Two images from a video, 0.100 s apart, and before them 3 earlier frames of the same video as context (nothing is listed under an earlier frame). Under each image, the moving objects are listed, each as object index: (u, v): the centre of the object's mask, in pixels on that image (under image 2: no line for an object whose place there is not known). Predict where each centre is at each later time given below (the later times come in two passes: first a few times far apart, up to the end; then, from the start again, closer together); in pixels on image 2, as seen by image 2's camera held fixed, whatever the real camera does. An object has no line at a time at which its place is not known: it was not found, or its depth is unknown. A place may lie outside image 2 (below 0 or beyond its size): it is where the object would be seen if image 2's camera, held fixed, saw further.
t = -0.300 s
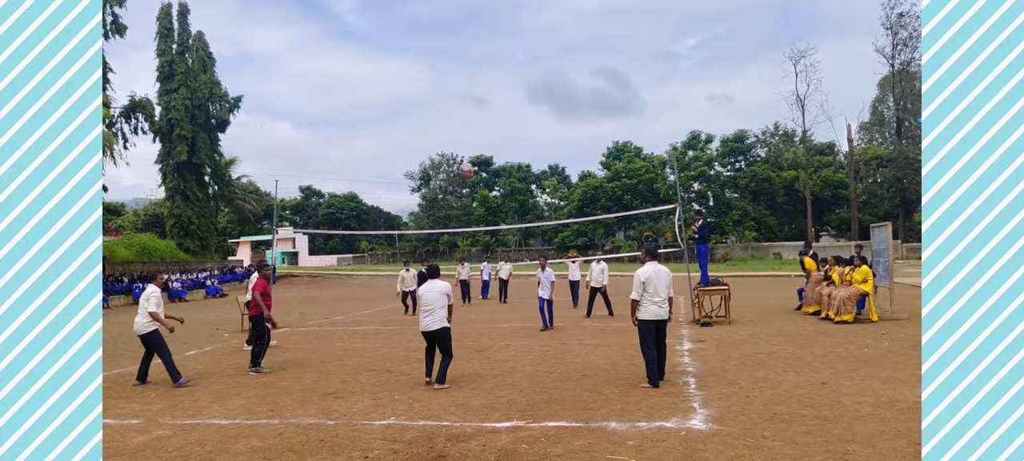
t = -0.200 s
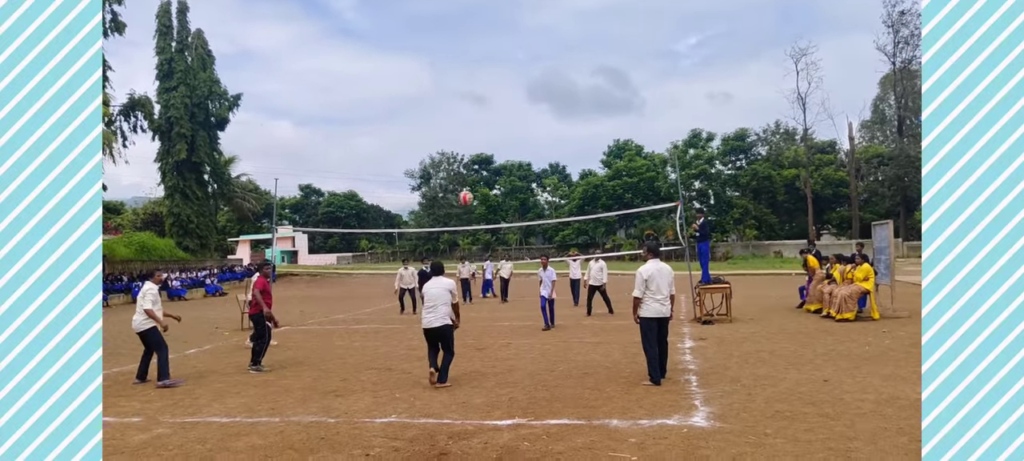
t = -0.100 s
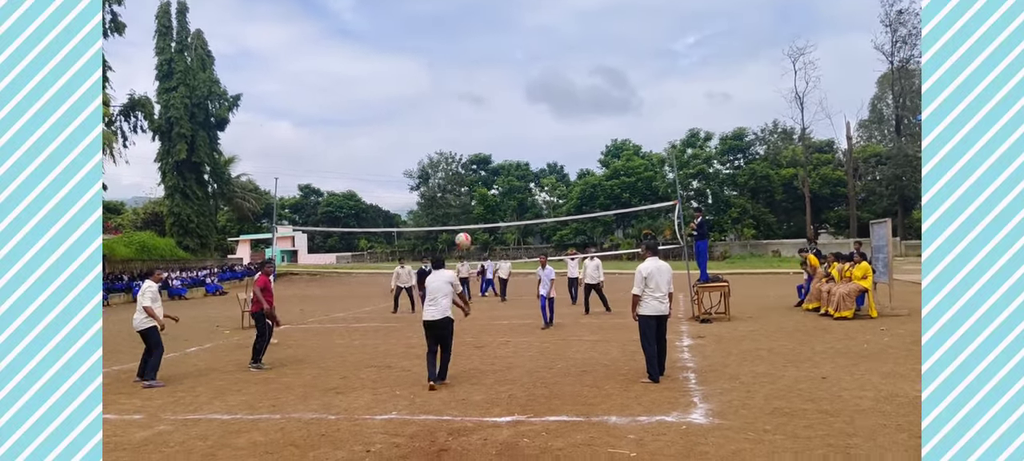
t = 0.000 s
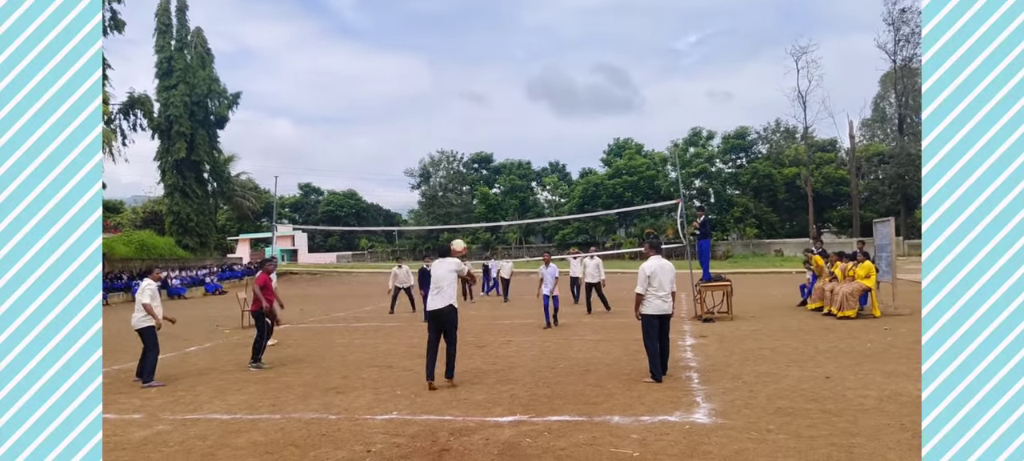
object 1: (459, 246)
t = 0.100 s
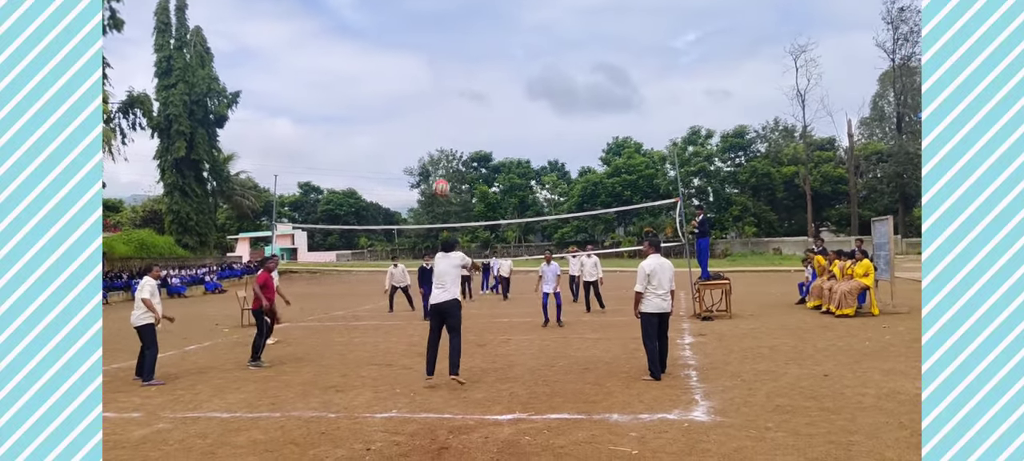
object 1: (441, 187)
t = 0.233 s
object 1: (421, 126)
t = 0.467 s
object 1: (390, 56)
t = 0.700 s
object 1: (363, 28)
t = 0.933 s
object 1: (340, 39)
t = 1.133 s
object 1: (322, 76)
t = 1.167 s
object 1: (319, 84)
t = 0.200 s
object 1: (426, 140)
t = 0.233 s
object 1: (421, 126)
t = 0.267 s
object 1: (416, 113)
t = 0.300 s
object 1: (412, 101)
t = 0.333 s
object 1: (407, 90)
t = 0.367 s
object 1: (403, 80)
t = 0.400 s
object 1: (398, 71)
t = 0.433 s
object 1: (394, 63)
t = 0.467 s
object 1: (390, 56)
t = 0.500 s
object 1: (386, 49)
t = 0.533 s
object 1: (383, 44)
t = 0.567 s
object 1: (379, 40)
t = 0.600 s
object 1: (375, 35)
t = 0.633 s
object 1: (371, 32)
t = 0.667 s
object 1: (367, 30)
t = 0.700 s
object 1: (363, 28)
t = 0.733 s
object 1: (360, 27)
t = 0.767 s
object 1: (357, 27)
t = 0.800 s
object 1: (354, 28)
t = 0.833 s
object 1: (350, 30)
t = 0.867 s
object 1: (347, 32)
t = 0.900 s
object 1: (343, 35)
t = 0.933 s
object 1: (340, 39)
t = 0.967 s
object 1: (336, 43)
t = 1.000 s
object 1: (333, 48)
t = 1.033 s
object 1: (330, 54)
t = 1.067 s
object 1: (328, 61)
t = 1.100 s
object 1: (325, 68)
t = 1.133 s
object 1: (322, 76)
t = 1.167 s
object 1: (319, 84)
